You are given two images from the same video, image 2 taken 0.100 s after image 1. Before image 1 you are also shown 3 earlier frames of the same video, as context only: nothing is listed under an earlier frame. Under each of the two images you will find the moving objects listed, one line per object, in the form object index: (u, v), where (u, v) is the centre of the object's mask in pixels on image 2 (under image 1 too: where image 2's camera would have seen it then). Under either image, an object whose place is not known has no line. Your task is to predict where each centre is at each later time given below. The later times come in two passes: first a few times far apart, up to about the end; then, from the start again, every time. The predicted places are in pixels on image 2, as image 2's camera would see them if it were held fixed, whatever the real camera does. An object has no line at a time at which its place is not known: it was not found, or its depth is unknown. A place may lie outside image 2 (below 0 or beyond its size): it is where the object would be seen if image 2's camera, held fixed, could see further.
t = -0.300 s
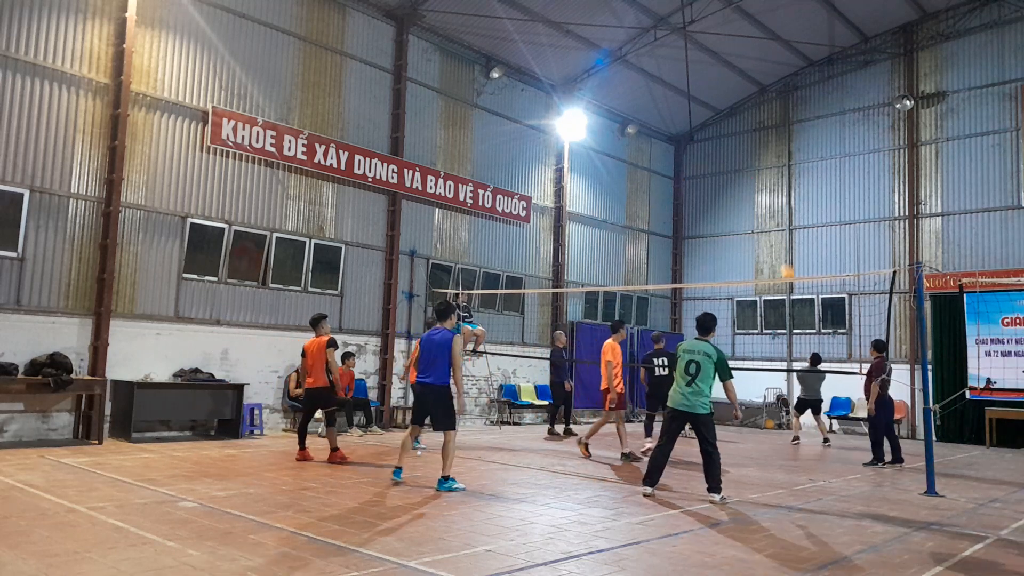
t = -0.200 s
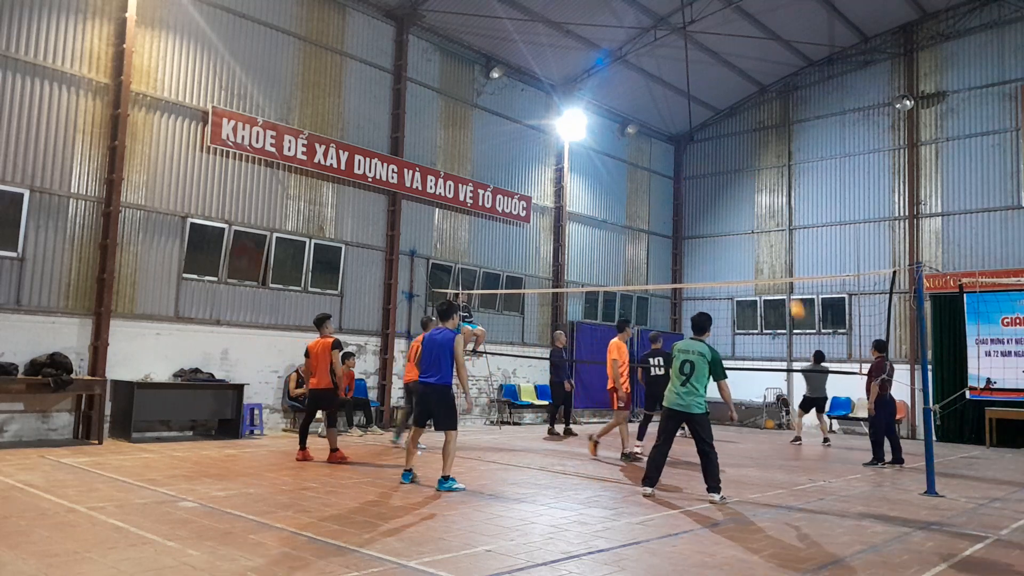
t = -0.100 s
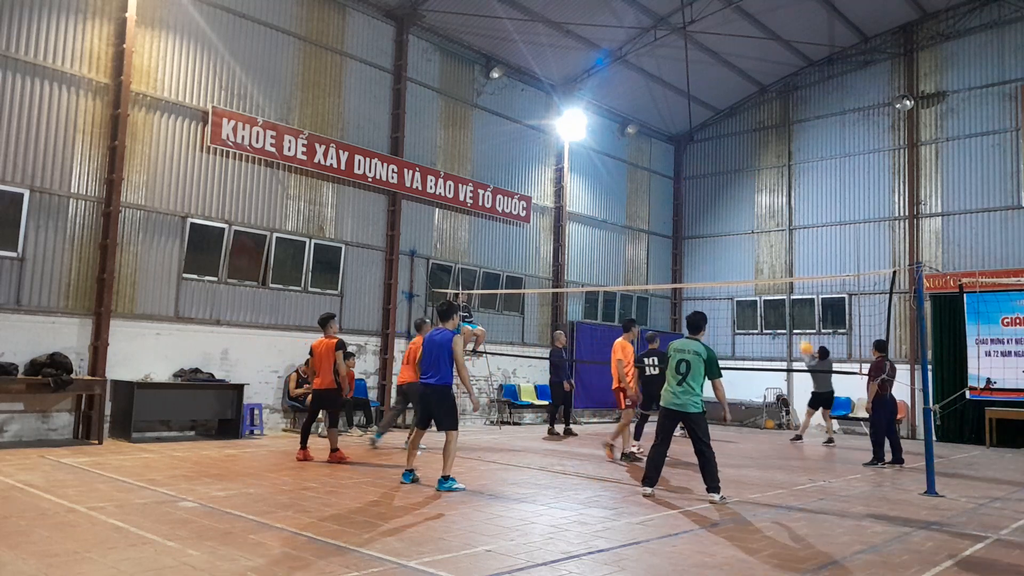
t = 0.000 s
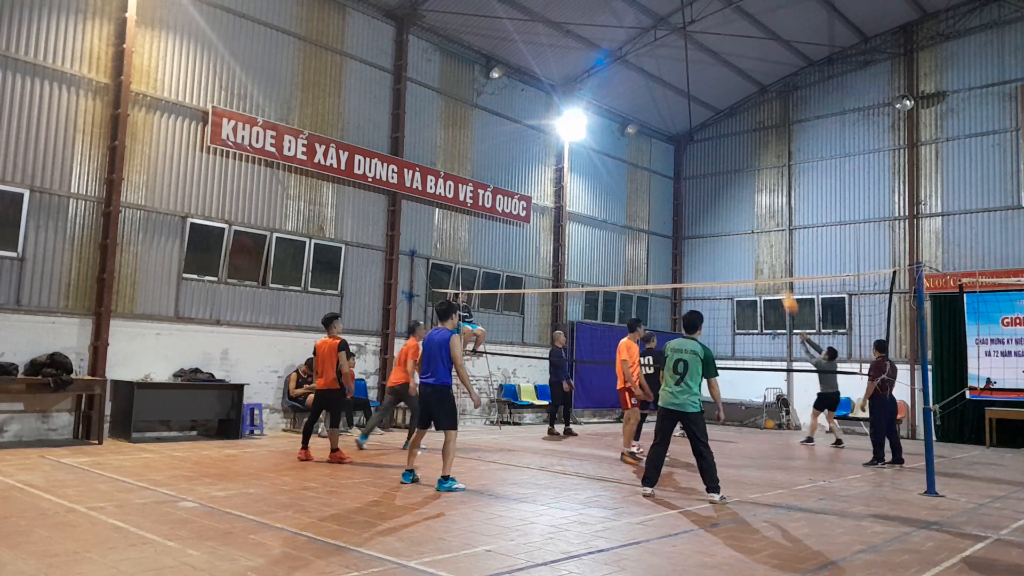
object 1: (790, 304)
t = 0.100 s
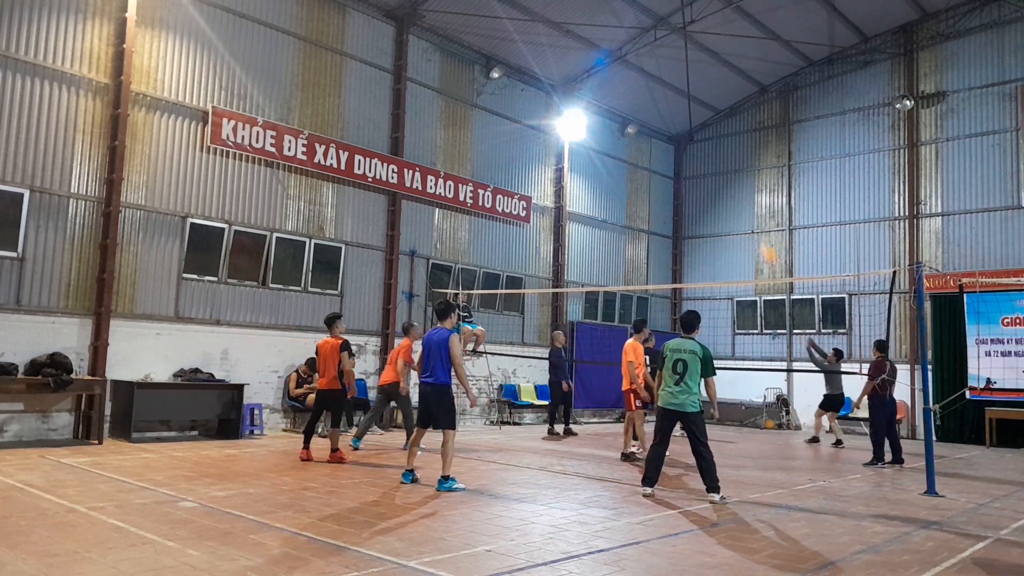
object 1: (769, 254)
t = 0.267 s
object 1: (737, 187)
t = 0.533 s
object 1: (688, 112)
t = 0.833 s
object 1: (627, 81)
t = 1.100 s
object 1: (568, 106)
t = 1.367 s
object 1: (503, 200)
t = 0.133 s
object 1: (762, 239)
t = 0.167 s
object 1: (755, 224)
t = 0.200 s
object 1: (749, 212)
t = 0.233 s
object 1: (743, 199)
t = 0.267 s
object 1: (737, 187)
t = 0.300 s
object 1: (731, 175)
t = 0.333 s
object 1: (725, 164)
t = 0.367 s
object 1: (719, 154)
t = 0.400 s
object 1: (714, 144)
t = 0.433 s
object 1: (707, 135)
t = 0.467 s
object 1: (701, 127)
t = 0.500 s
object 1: (695, 119)
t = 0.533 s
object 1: (688, 112)
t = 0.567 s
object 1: (682, 105)
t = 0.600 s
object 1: (675, 100)
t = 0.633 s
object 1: (668, 95)
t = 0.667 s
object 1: (662, 91)
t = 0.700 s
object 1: (655, 87)
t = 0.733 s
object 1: (648, 84)
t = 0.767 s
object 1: (642, 83)
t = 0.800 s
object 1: (634, 81)
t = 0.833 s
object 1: (627, 81)
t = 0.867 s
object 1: (620, 82)
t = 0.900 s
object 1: (612, 83)
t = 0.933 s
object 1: (606, 85)
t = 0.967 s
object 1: (598, 88)
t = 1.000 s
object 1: (591, 92)
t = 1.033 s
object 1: (583, 97)
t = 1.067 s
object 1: (576, 101)
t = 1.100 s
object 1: (568, 106)
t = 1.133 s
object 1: (556, 115)
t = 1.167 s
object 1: (549, 127)
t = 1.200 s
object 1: (543, 136)
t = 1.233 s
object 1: (536, 146)
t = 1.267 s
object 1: (528, 158)
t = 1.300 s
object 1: (520, 170)
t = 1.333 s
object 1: (511, 185)
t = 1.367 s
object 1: (503, 200)
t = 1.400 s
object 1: (494, 217)
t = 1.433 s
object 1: (487, 233)
